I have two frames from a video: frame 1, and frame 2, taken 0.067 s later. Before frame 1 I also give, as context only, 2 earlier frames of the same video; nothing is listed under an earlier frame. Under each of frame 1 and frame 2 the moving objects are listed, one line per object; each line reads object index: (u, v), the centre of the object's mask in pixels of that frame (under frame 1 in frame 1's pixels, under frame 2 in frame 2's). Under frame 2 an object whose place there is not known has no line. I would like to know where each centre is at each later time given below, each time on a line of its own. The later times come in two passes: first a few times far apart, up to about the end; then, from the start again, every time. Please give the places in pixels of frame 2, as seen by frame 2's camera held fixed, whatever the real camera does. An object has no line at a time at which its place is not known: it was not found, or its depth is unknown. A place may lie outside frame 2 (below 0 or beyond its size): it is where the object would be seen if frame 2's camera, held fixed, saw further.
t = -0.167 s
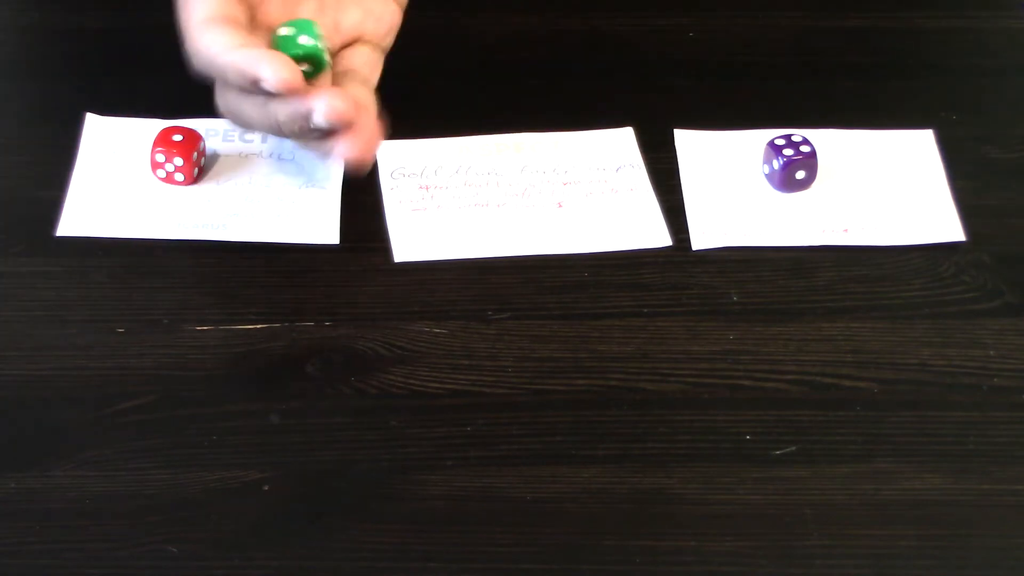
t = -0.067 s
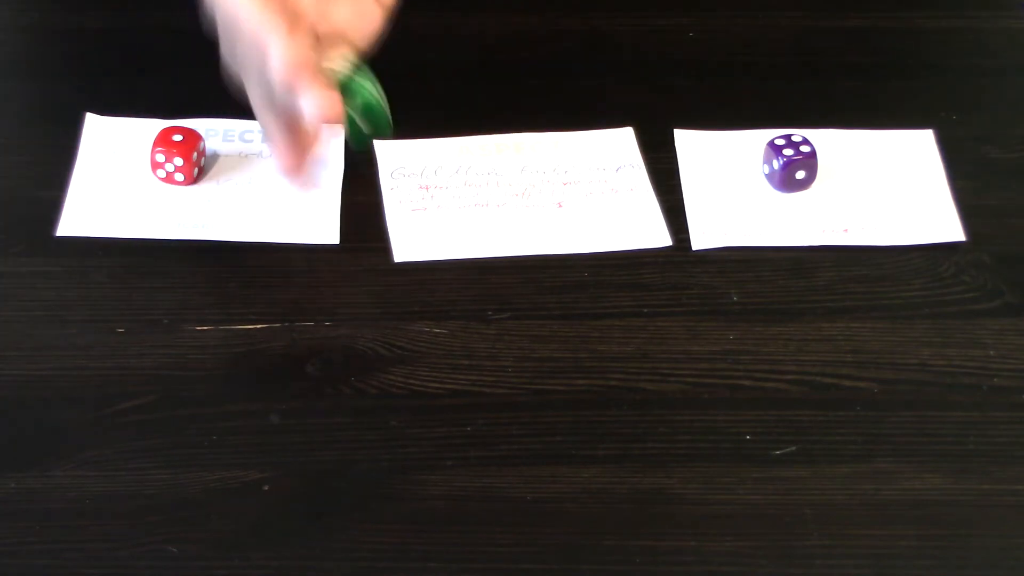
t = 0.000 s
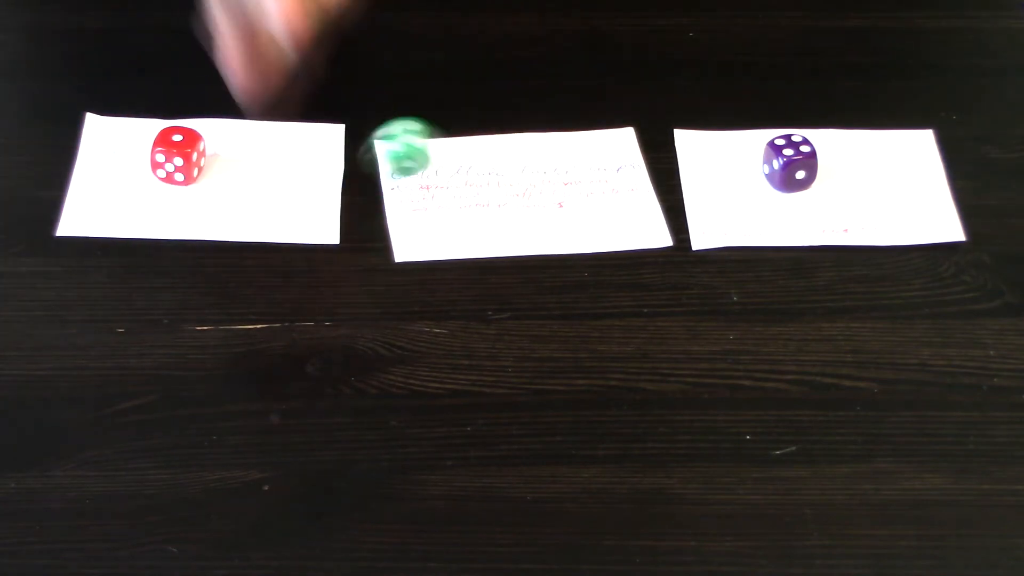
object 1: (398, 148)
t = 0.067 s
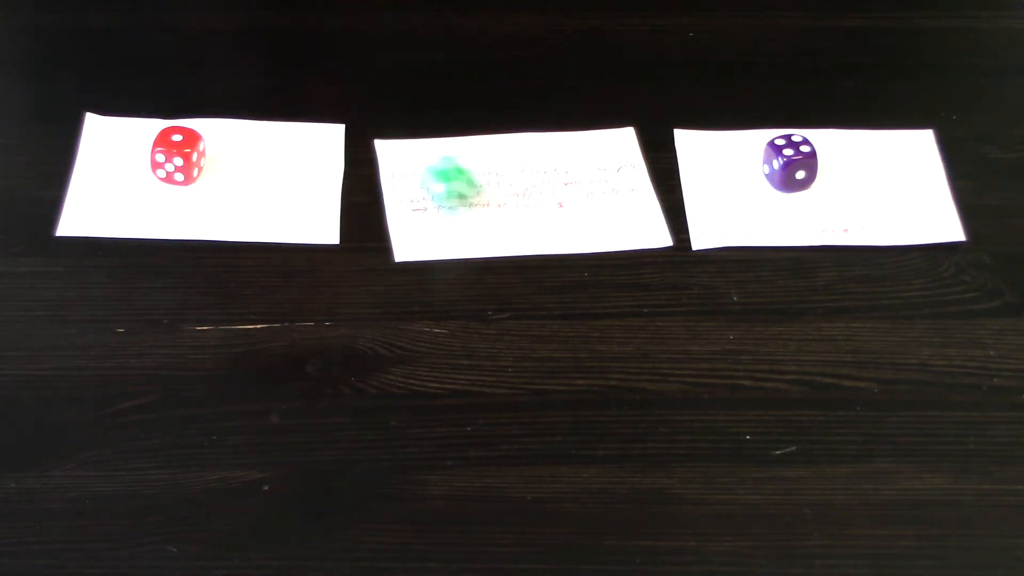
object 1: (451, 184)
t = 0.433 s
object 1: (691, 298)
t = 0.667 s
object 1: (802, 331)
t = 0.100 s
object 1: (475, 192)
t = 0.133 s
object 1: (500, 200)
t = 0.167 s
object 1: (524, 212)
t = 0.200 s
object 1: (548, 222)
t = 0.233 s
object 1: (569, 231)
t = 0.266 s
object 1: (594, 245)
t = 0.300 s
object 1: (615, 258)
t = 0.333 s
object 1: (629, 267)
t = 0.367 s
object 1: (653, 280)
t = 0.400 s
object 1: (672, 289)
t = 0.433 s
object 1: (691, 298)
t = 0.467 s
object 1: (715, 306)
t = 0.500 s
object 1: (739, 313)
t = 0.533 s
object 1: (755, 314)
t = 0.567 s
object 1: (772, 319)
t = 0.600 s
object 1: (785, 324)
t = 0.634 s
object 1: (795, 327)
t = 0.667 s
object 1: (802, 331)
